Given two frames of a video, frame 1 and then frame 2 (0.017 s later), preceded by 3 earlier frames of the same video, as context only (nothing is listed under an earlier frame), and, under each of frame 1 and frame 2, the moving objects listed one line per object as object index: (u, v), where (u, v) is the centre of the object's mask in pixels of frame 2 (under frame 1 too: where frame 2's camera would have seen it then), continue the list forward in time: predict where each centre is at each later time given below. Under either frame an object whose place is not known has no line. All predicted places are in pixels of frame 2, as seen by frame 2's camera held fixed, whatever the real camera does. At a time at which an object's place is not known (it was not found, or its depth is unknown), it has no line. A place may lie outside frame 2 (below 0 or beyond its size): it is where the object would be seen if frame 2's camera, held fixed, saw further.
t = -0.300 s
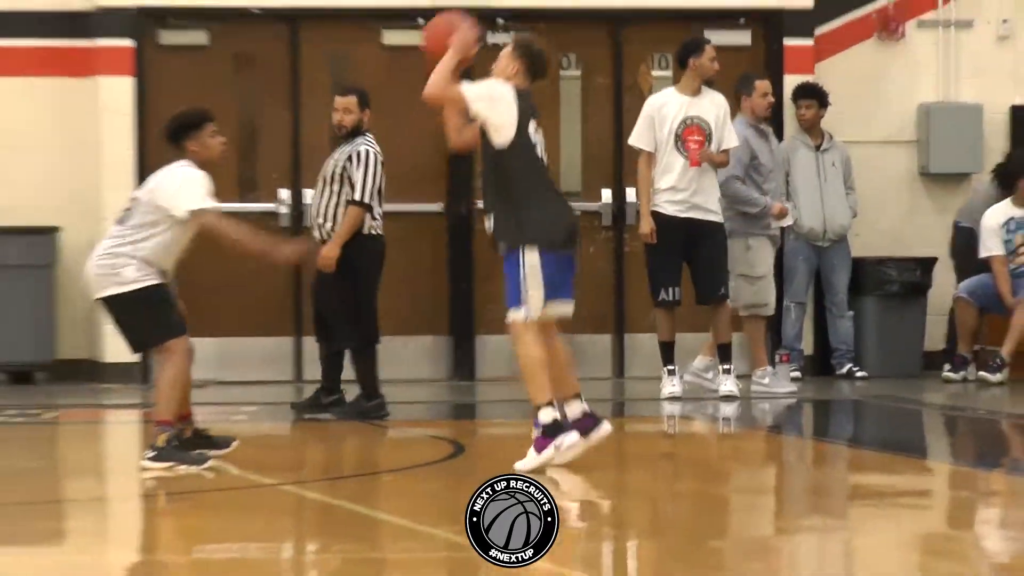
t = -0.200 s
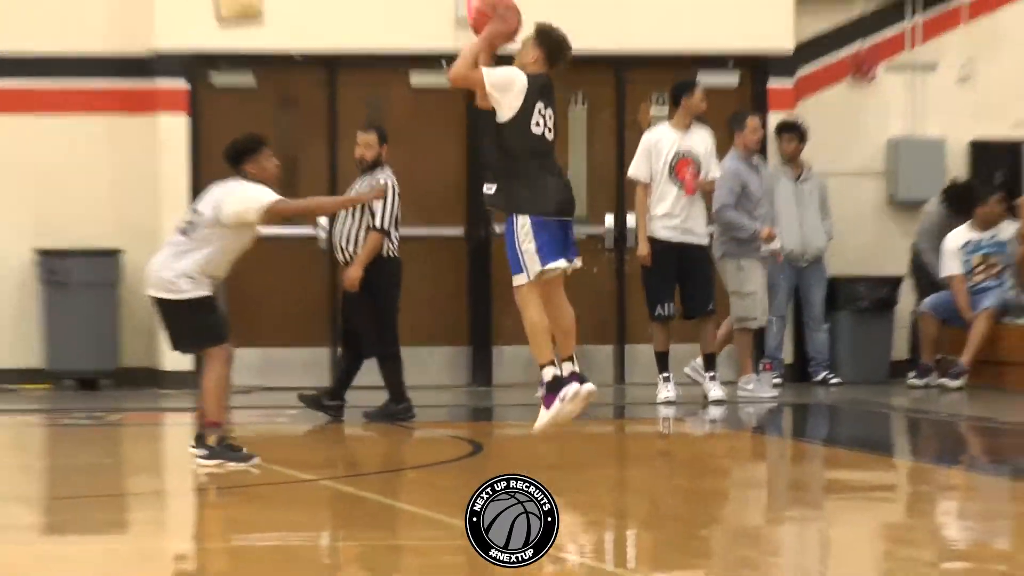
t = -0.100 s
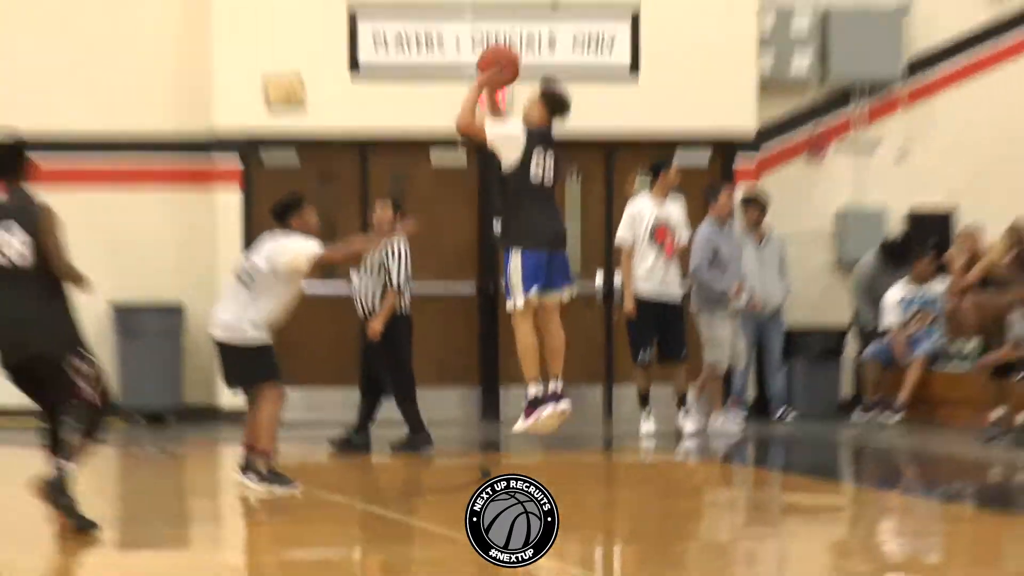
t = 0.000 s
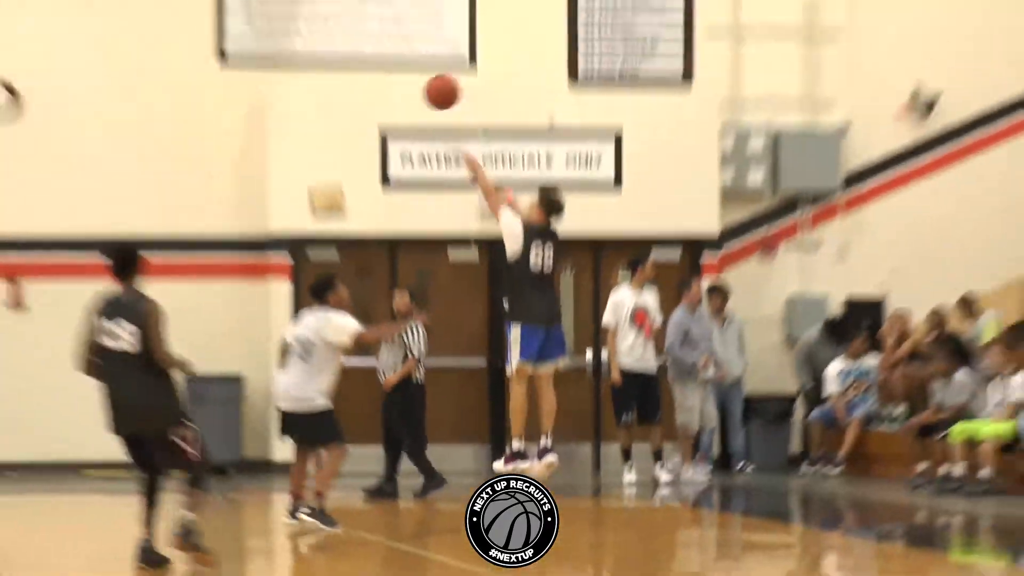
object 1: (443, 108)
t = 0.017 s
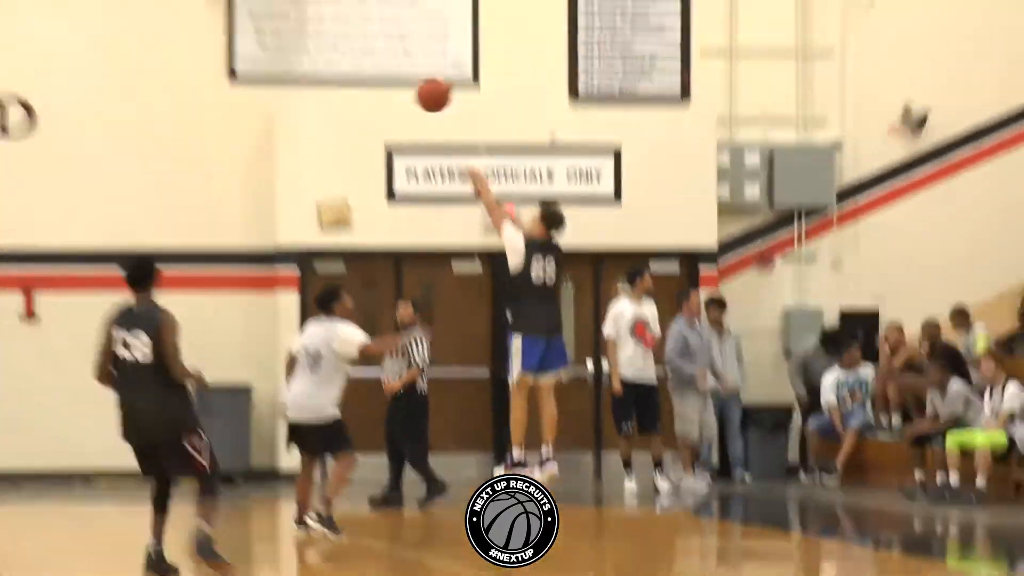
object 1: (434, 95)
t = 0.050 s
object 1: (408, 70)
